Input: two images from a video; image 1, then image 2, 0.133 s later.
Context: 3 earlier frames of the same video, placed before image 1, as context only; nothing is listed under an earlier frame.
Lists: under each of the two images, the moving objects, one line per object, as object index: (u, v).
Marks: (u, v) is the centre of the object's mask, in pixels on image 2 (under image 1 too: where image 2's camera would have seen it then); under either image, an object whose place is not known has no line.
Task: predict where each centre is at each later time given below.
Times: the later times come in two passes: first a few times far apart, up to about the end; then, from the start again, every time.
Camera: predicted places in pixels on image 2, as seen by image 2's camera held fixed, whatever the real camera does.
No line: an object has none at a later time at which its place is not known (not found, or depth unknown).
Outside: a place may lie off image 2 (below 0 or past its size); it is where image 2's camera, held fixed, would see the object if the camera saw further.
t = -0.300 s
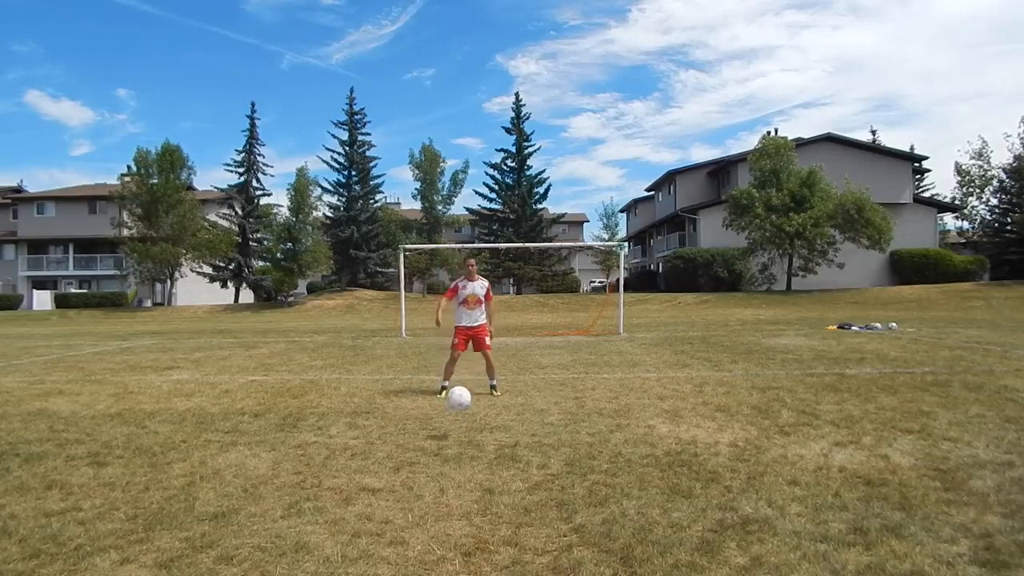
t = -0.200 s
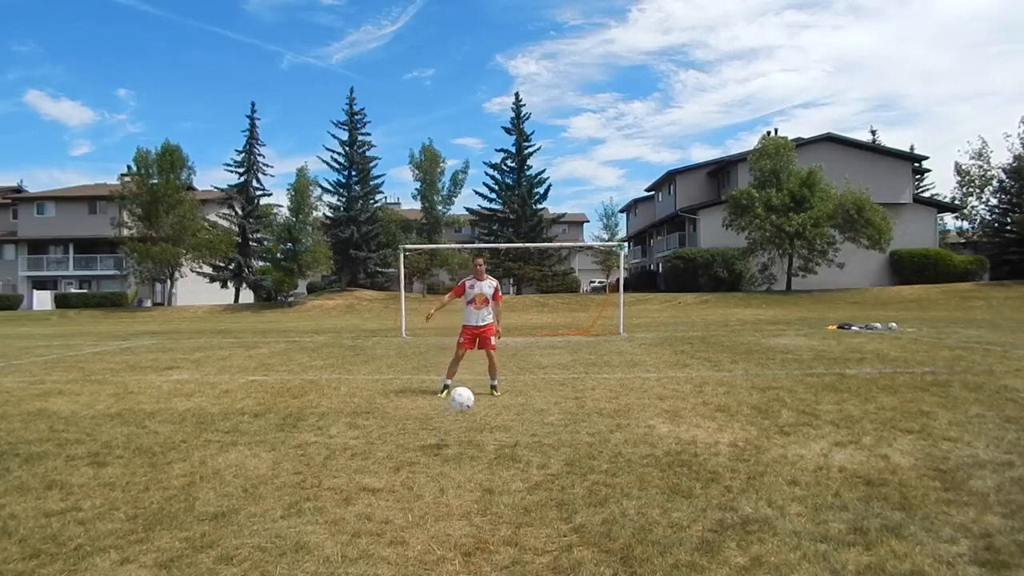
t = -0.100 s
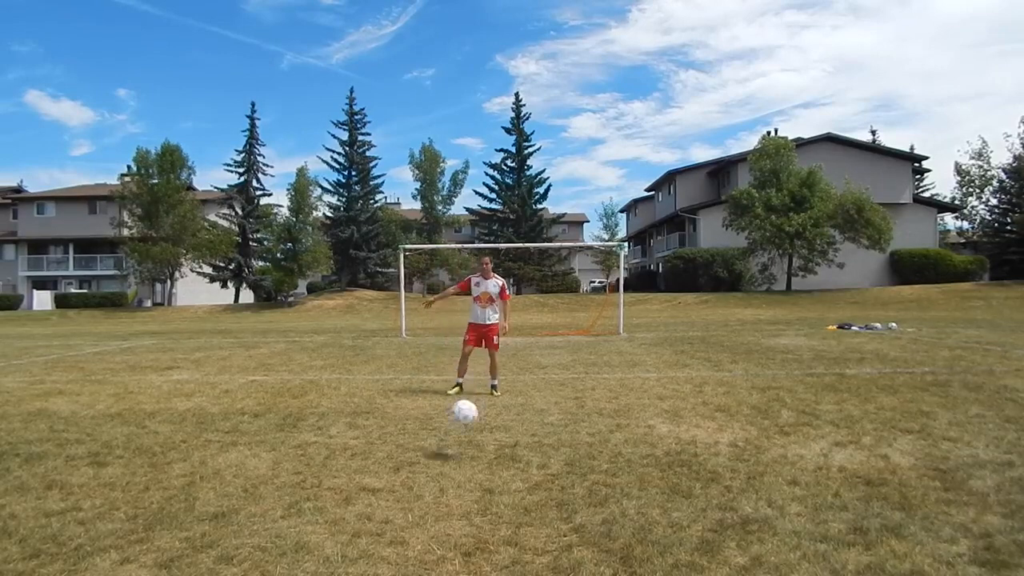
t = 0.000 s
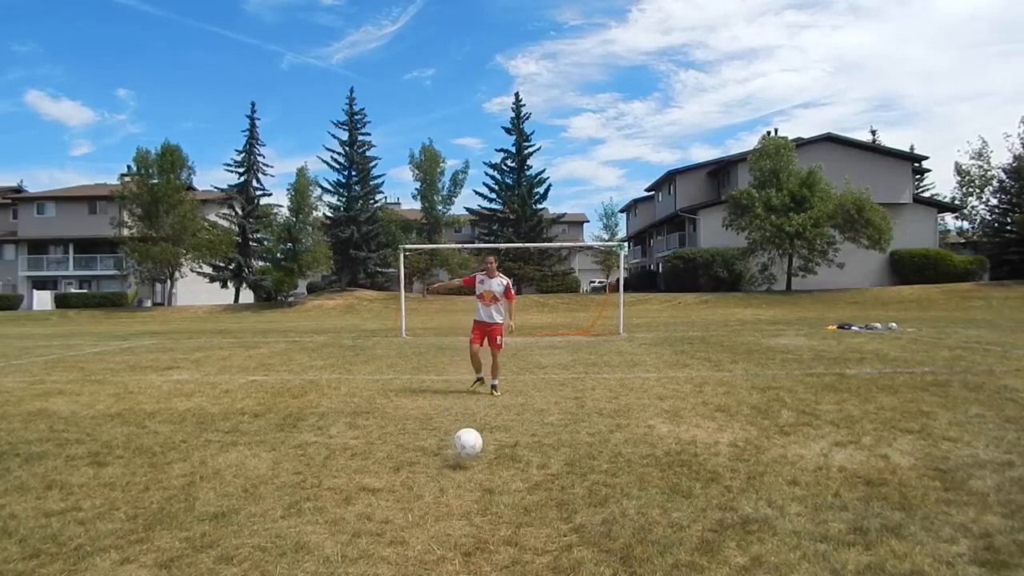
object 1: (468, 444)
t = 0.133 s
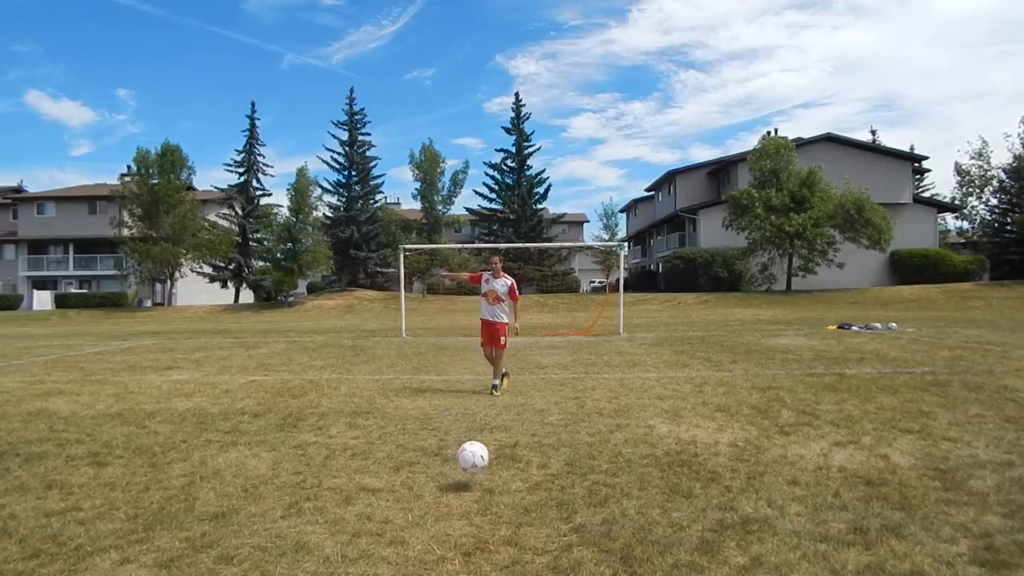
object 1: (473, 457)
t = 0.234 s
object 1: (477, 462)
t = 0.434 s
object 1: (488, 531)
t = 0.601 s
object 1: (506, 557)
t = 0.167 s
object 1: (473, 458)
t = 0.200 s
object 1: (475, 458)
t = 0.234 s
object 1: (477, 462)
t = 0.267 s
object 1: (478, 468)
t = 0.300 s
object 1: (480, 474)
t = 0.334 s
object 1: (482, 485)
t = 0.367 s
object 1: (484, 497)
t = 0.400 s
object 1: (487, 514)
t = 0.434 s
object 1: (488, 531)
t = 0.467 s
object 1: (491, 535)
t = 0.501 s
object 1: (495, 538)
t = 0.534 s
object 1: (498, 543)
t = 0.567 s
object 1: (502, 551)
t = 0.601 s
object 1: (506, 557)
